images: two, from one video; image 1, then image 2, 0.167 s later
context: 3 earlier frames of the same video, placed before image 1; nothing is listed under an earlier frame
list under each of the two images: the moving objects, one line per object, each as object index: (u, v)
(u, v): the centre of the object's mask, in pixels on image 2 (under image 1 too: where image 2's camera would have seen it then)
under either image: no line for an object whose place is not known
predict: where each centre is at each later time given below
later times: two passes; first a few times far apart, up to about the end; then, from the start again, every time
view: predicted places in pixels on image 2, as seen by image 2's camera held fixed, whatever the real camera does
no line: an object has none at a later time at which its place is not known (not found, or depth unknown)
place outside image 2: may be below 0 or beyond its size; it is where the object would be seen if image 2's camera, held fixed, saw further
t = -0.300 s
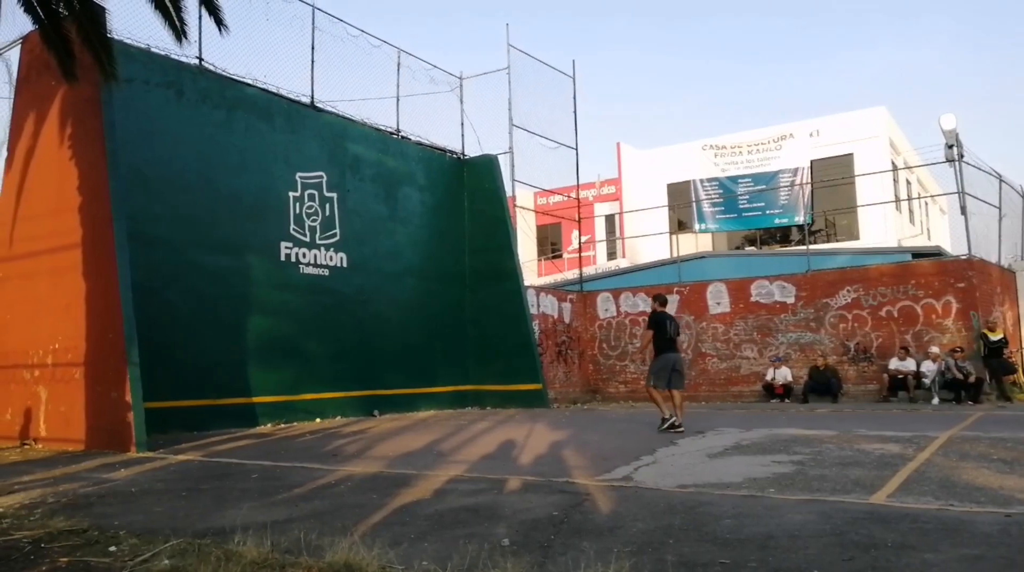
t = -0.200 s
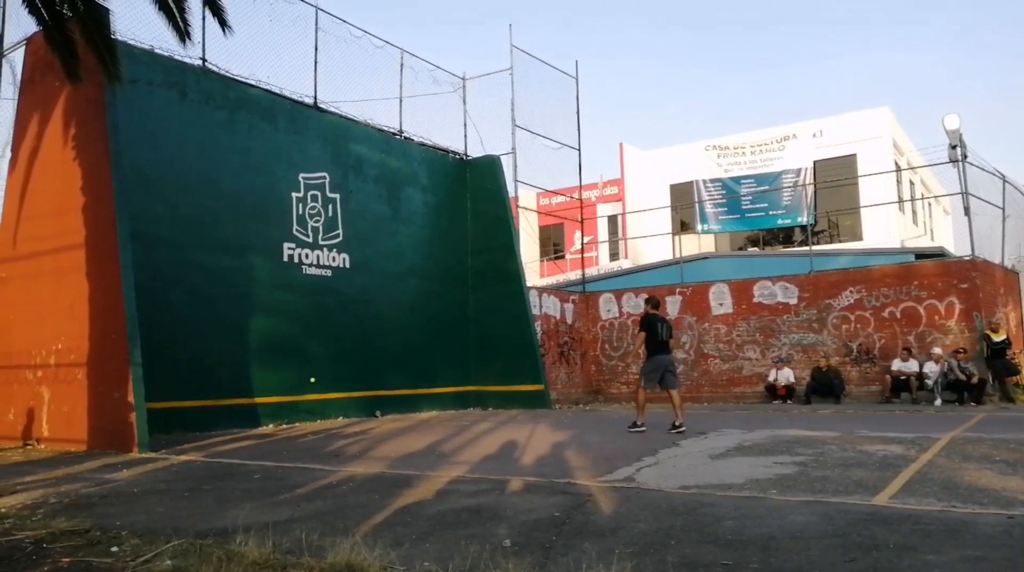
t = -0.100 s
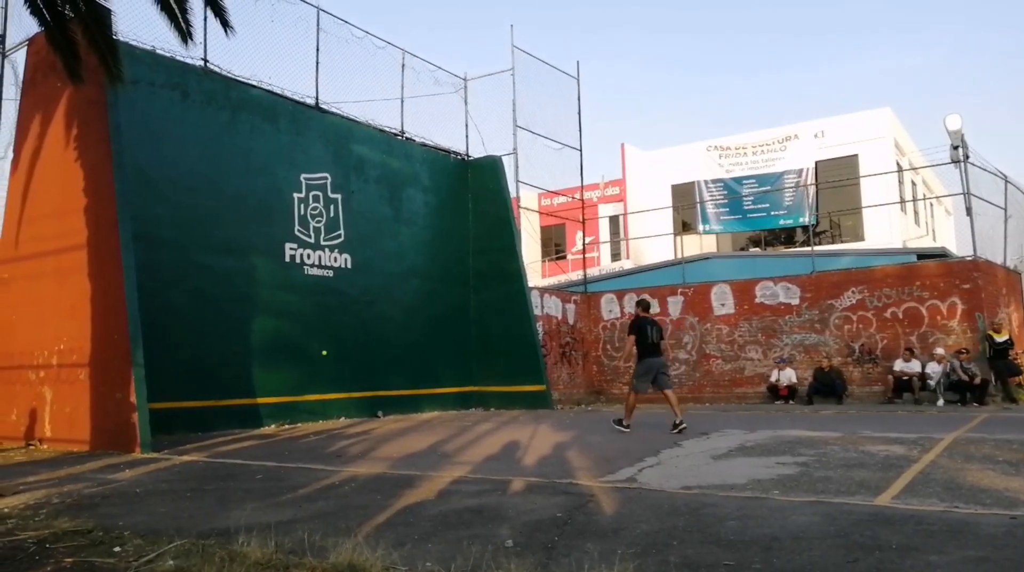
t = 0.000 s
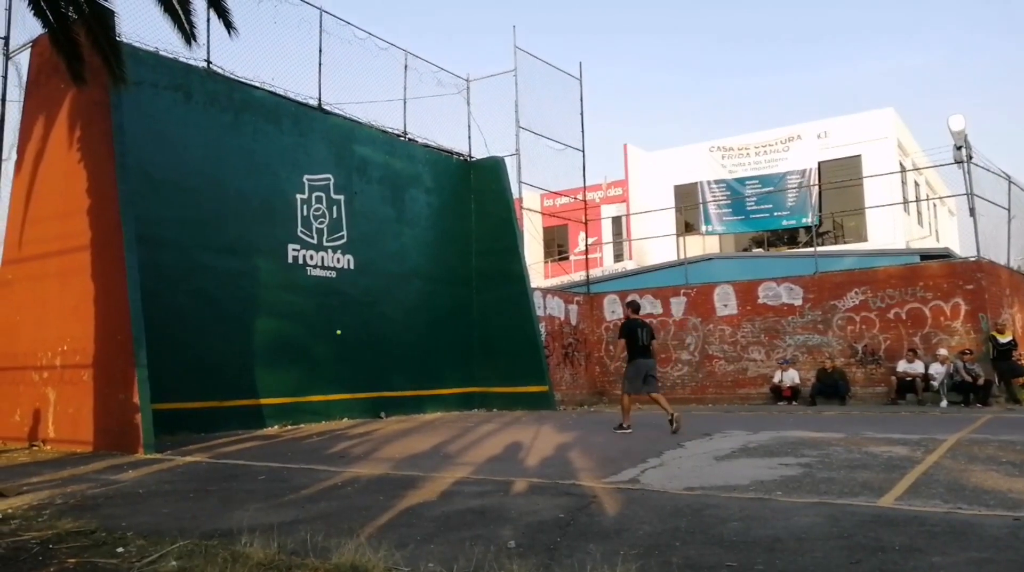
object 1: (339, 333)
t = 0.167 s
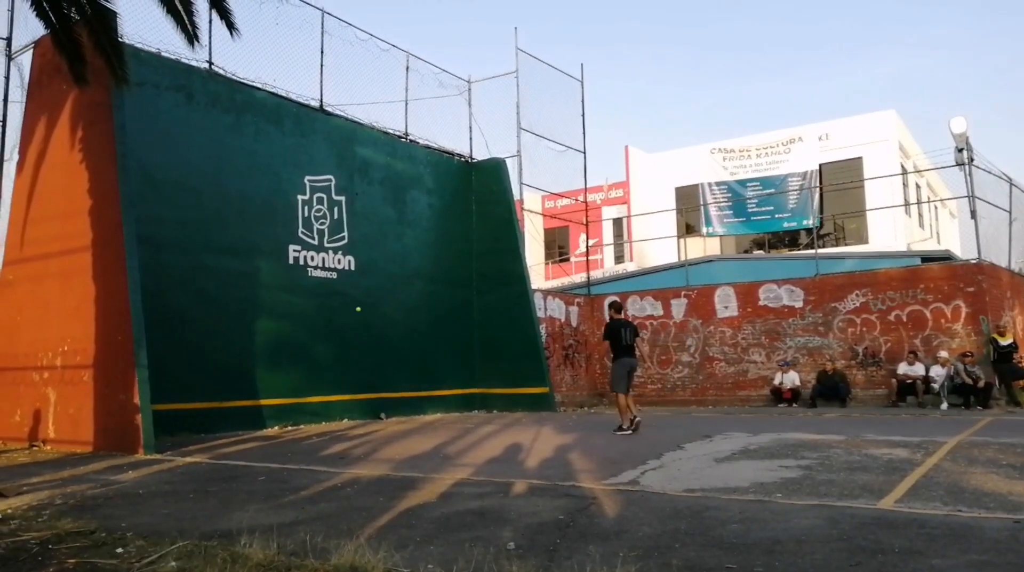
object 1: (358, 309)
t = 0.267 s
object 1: (370, 301)
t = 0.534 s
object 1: (408, 315)
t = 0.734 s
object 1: (432, 352)
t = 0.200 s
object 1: (362, 306)
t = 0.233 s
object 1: (366, 303)
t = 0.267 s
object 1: (370, 301)
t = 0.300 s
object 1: (373, 300)
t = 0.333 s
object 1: (377, 299)
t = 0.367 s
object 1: (381, 299)
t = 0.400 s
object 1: (385, 300)
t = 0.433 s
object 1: (389, 301)
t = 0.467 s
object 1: (393, 302)
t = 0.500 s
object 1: (401, 307)
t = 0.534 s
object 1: (408, 315)
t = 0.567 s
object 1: (412, 320)
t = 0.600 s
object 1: (416, 325)
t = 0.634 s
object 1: (420, 330)
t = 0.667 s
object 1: (424, 337)
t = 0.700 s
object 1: (428, 344)
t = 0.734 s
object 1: (432, 352)
